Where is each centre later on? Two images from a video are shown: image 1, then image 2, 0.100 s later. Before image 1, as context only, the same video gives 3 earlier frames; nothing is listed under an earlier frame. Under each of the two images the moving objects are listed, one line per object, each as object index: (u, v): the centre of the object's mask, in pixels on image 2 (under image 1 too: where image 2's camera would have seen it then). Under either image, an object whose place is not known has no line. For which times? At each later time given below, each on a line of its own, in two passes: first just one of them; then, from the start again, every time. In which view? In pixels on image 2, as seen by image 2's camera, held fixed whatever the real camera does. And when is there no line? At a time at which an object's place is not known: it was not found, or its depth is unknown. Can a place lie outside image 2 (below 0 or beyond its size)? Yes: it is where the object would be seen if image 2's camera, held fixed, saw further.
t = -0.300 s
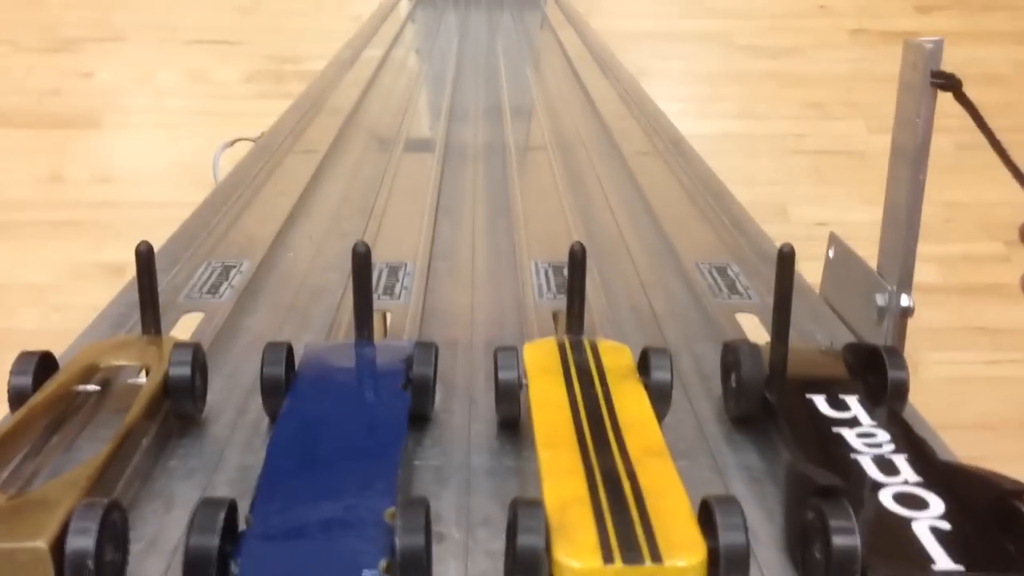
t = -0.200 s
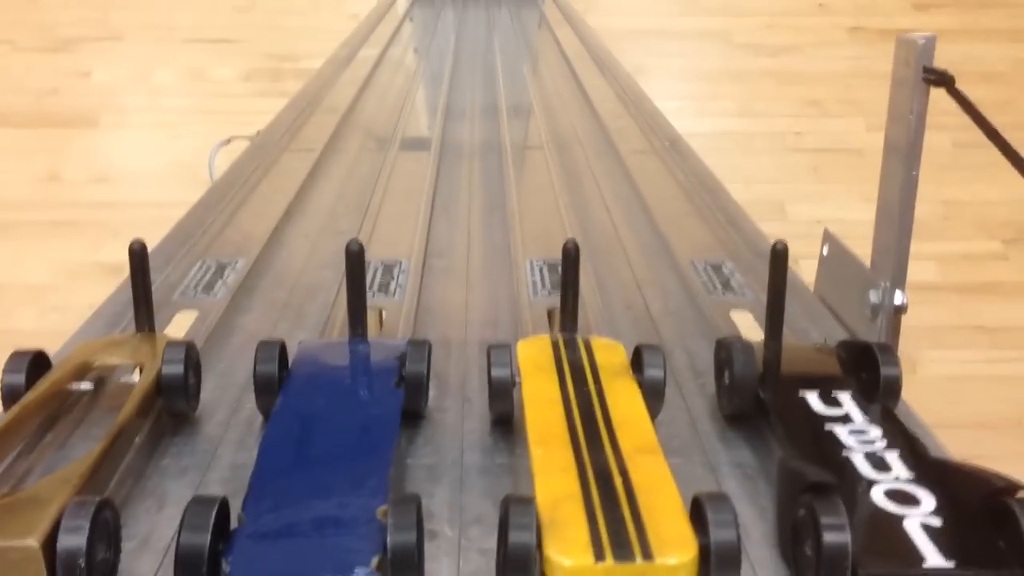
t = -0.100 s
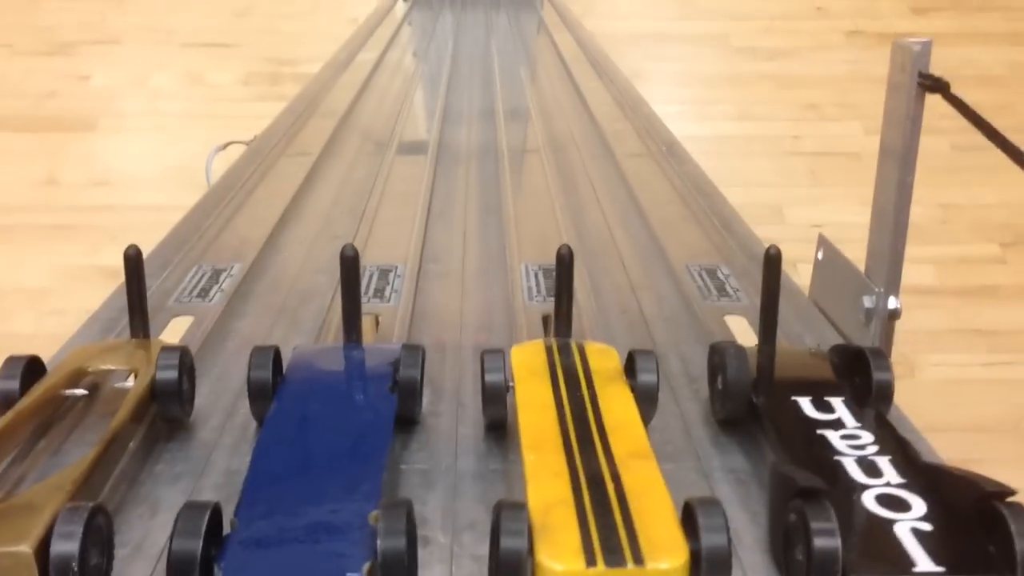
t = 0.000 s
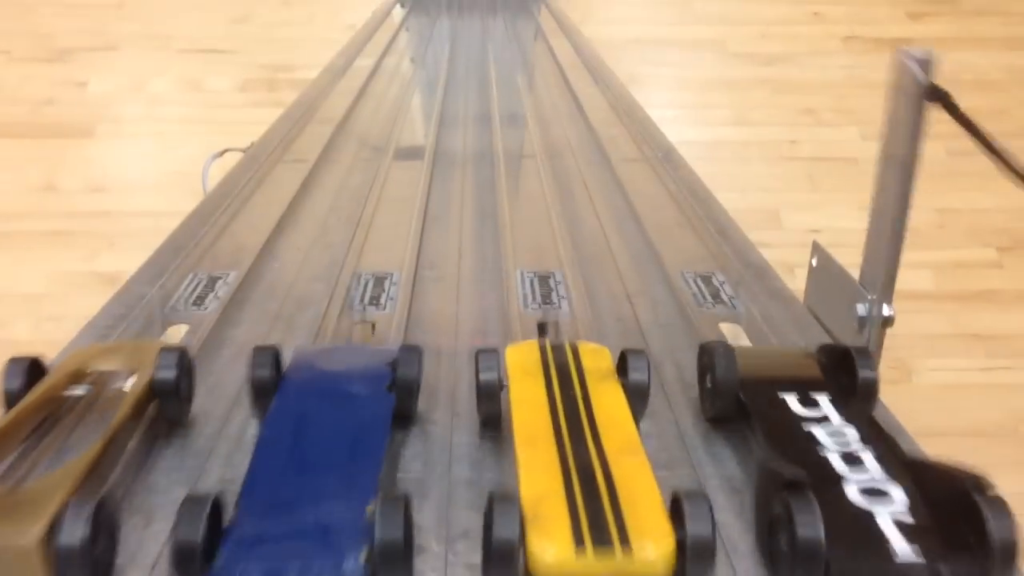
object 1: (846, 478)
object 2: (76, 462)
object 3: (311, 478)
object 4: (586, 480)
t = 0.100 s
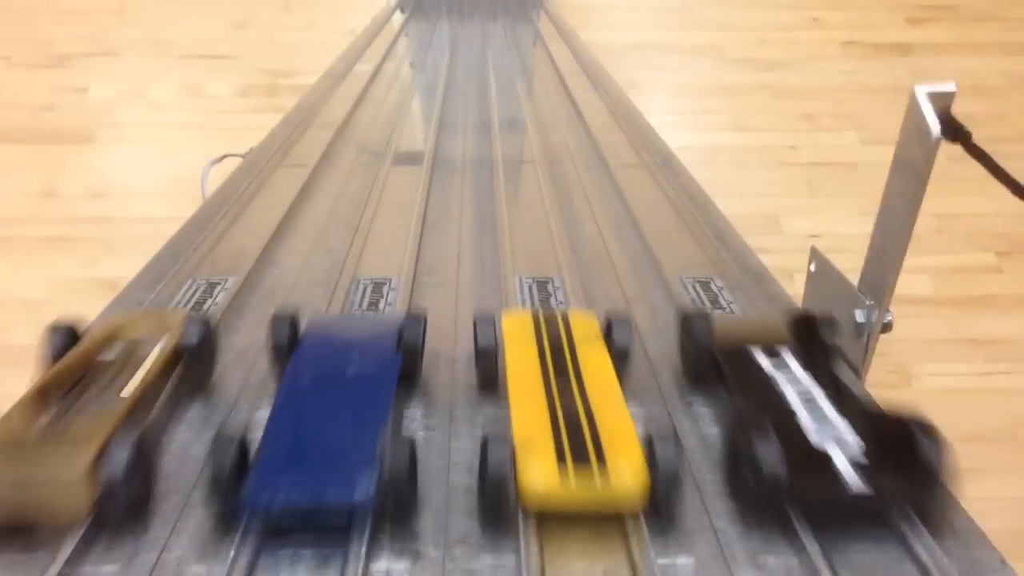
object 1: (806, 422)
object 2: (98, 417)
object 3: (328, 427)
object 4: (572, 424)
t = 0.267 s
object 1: (710, 278)
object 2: (190, 280)
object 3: (369, 283)
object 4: (539, 276)
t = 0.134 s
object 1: (786, 394)
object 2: (110, 394)
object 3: (337, 400)
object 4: (566, 396)
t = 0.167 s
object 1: (765, 364)
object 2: (123, 367)
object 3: (345, 368)
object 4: (555, 361)
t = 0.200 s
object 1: (745, 336)
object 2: (147, 338)
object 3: (355, 340)
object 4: (550, 332)
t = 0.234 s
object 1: (724, 306)
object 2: (173, 306)
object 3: (364, 305)
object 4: (546, 305)
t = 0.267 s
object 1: (710, 278)
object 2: (190, 280)
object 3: (369, 283)
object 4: (539, 276)
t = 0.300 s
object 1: (696, 256)
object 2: (210, 255)
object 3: (375, 258)
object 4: (537, 251)
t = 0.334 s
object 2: (232, 230)
